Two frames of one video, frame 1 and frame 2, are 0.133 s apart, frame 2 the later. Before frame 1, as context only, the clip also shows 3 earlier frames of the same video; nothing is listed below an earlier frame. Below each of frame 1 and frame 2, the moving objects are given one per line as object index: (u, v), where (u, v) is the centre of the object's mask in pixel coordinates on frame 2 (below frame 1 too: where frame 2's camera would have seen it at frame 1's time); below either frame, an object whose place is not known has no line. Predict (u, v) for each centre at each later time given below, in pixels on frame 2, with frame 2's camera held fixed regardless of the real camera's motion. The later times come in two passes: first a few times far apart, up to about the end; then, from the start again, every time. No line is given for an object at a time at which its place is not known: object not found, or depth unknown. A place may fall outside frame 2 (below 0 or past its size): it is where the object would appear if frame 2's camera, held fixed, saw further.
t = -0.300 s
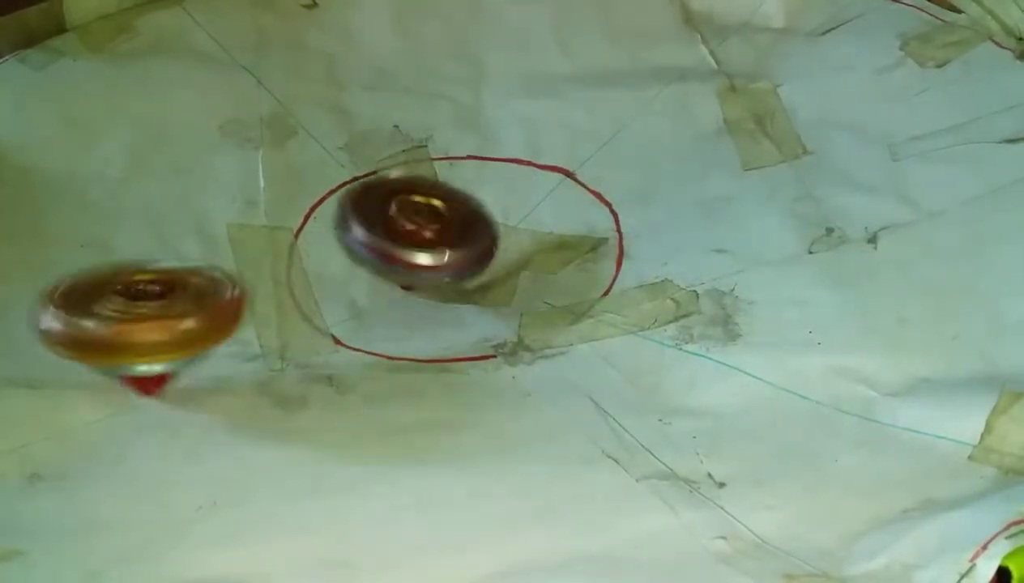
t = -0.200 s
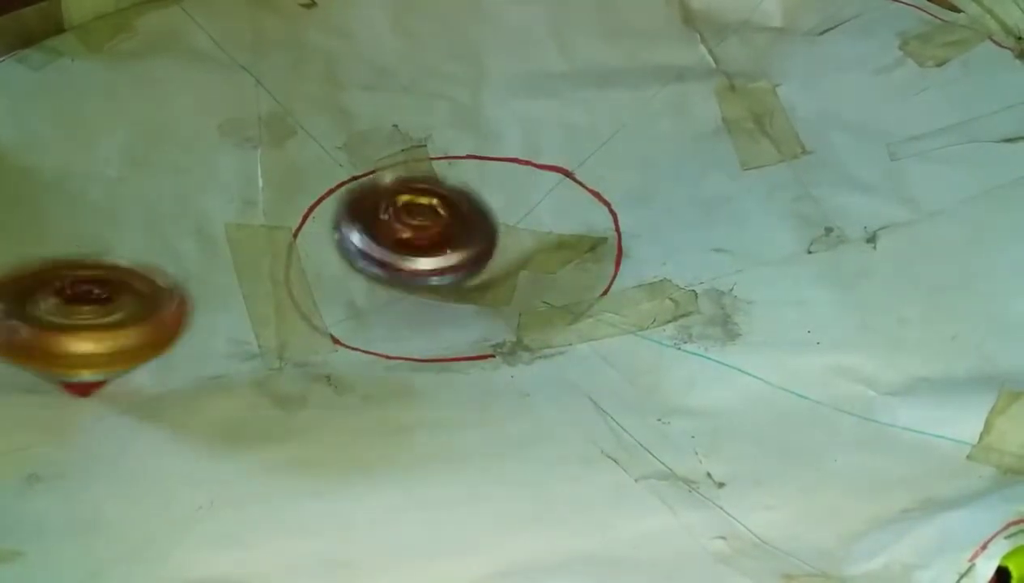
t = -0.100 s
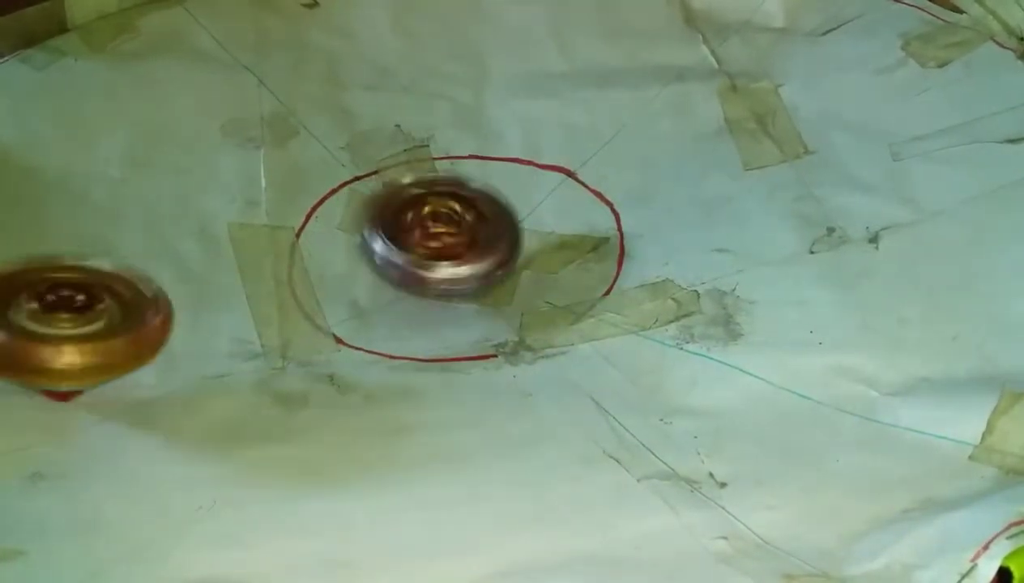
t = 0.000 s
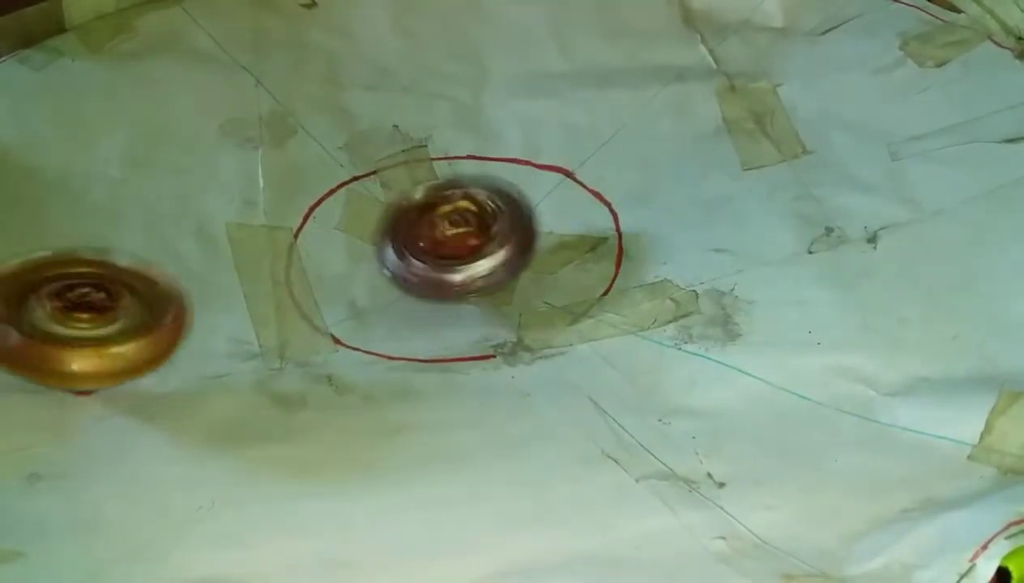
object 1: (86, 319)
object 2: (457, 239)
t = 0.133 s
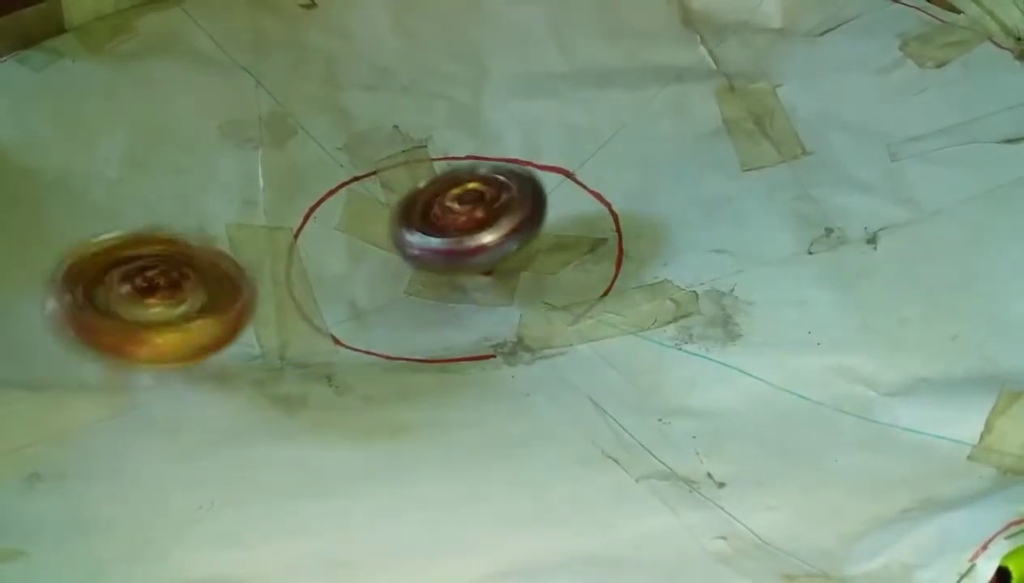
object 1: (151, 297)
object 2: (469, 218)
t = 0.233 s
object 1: (223, 272)
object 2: (461, 219)
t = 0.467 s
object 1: (224, 243)
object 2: (487, 234)
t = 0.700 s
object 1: (278, 231)
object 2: (462, 239)
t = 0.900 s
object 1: (322, 236)
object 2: (457, 259)
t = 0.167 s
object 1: (175, 289)
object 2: (467, 216)
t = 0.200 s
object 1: (198, 282)
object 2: (465, 217)
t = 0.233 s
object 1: (223, 272)
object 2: (461, 219)
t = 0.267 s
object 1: (247, 267)
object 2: (458, 221)
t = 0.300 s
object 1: (271, 261)
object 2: (450, 225)
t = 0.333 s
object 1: (289, 256)
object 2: (447, 225)
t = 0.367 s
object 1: (258, 251)
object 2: (476, 227)
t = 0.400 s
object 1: (233, 247)
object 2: (490, 234)
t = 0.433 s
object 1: (225, 246)
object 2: (490, 239)
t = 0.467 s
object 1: (224, 243)
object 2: (487, 234)
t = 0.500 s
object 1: (225, 242)
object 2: (482, 230)
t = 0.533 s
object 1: (229, 239)
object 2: (481, 231)
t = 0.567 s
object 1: (234, 238)
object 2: (480, 224)
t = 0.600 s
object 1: (240, 235)
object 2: (481, 226)
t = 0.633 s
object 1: (249, 233)
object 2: (475, 228)
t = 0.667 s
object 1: (261, 232)
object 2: (474, 239)
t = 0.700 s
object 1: (278, 231)
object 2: (462, 239)
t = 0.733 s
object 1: (294, 233)
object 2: (455, 250)
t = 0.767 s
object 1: (311, 234)
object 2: (447, 258)
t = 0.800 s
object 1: (325, 234)
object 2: (454, 263)
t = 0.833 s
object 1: (327, 234)
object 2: (457, 263)
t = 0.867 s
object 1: (324, 235)
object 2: (456, 262)
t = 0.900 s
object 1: (322, 236)
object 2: (457, 259)
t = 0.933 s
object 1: (324, 238)
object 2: (461, 257)
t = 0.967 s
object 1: (327, 239)
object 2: (463, 255)
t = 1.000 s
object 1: (331, 238)
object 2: (464, 256)
